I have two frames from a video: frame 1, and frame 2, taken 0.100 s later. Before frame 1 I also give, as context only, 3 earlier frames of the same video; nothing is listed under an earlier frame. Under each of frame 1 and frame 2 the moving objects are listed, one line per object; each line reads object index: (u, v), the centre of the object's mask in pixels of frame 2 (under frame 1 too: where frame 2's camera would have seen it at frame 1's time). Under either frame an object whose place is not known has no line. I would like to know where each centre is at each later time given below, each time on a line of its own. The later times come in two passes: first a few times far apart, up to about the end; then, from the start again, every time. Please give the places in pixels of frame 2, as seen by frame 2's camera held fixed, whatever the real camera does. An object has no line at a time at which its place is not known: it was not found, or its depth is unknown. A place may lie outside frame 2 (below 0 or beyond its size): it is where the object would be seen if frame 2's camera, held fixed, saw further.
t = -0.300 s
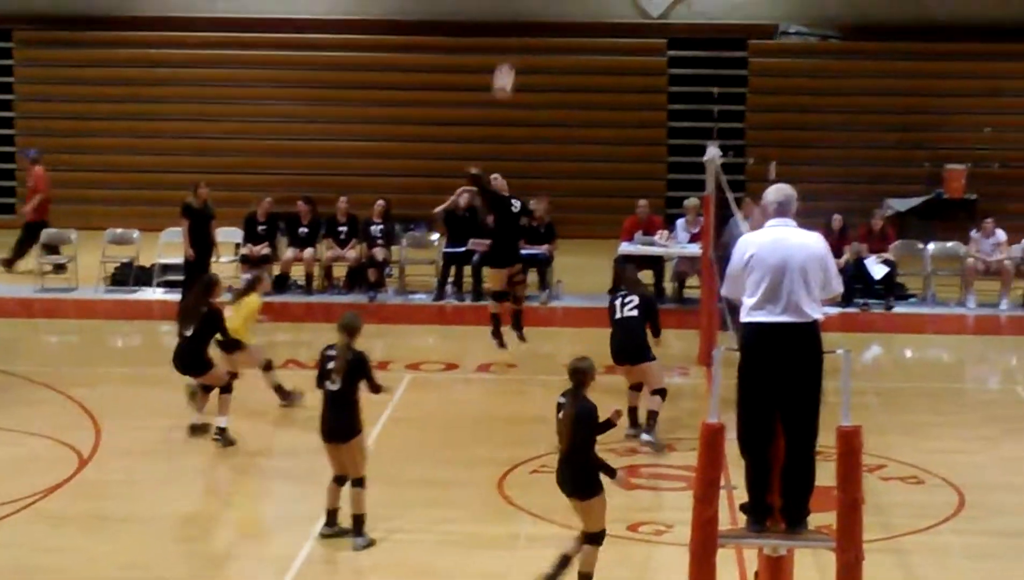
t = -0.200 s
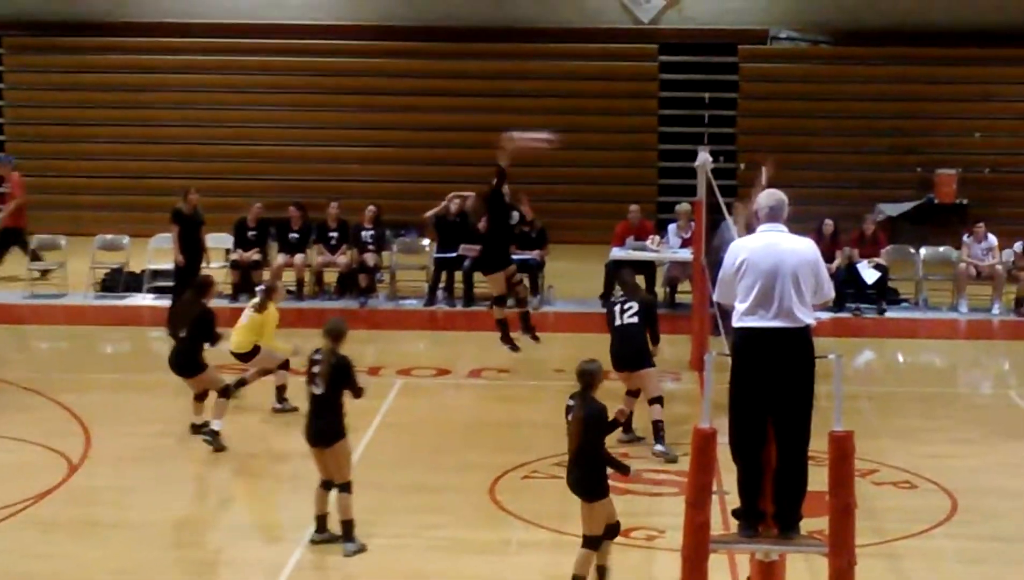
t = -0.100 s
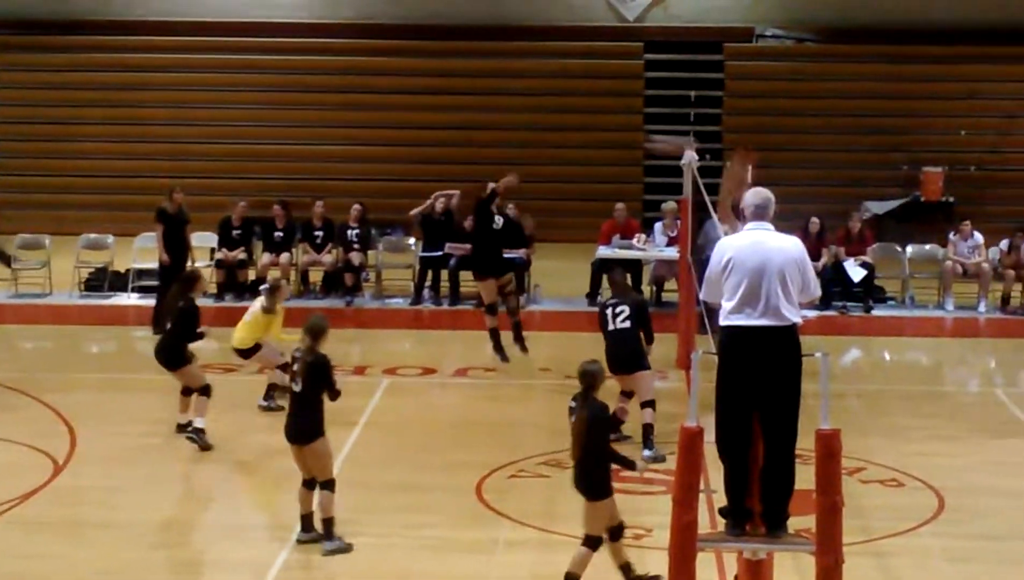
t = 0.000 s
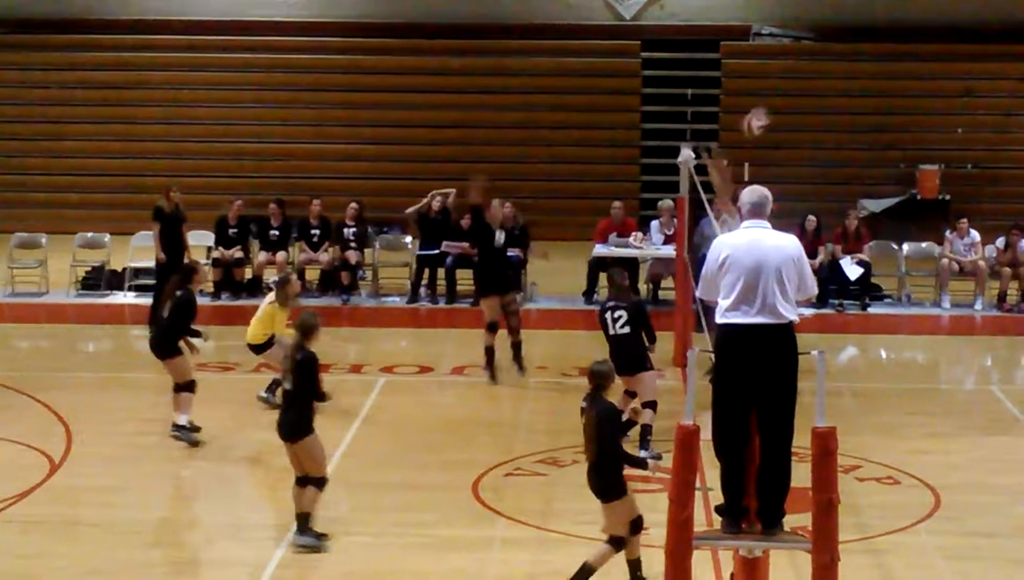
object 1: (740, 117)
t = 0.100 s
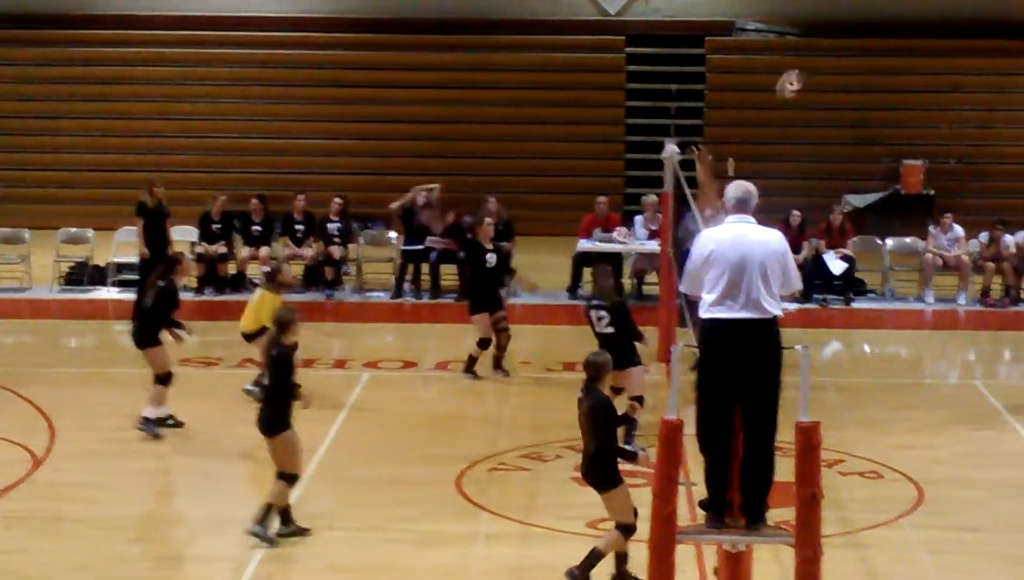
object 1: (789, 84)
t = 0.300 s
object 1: (883, 52)
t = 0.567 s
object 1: (998, 75)
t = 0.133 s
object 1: (804, 76)
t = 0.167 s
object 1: (822, 68)
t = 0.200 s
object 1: (837, 62)
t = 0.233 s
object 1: (852, 58)
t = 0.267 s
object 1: (867, 55)
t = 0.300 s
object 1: (883, 52)
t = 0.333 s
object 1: (899, 51)
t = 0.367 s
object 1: (913, 51)
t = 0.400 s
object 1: (928, 52)
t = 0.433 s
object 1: (943, 54)
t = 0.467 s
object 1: (956, 58)
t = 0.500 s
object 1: (970, 63)
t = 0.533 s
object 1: (985, 68)
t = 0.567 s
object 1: (998, 75)
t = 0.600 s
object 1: (1012, 83)
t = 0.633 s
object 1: (1022, 91)
